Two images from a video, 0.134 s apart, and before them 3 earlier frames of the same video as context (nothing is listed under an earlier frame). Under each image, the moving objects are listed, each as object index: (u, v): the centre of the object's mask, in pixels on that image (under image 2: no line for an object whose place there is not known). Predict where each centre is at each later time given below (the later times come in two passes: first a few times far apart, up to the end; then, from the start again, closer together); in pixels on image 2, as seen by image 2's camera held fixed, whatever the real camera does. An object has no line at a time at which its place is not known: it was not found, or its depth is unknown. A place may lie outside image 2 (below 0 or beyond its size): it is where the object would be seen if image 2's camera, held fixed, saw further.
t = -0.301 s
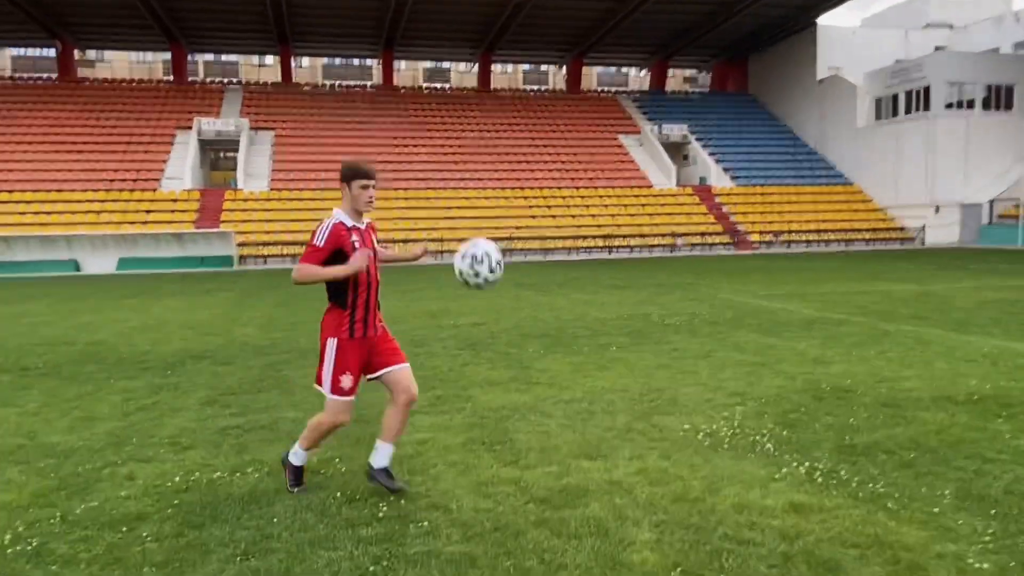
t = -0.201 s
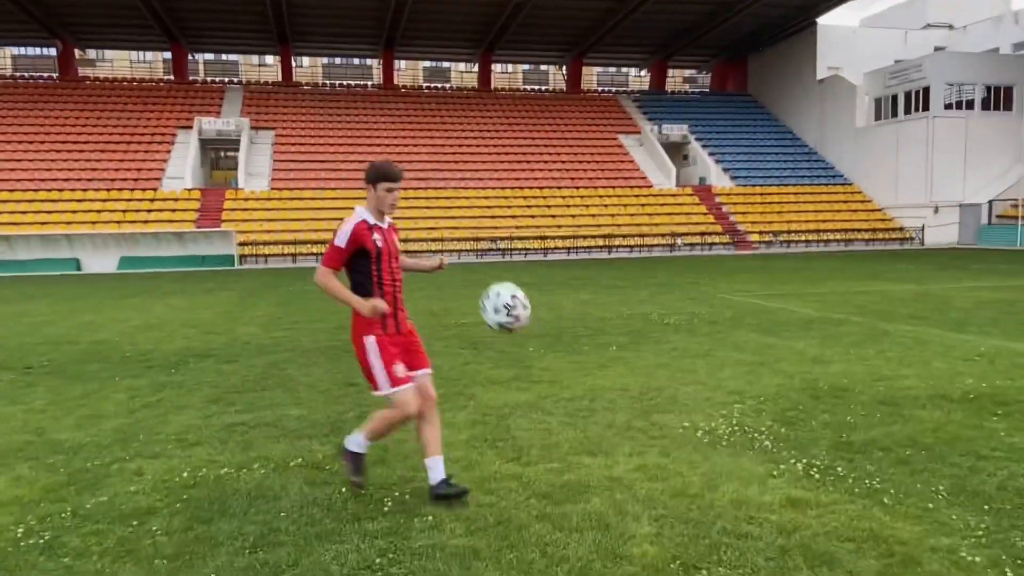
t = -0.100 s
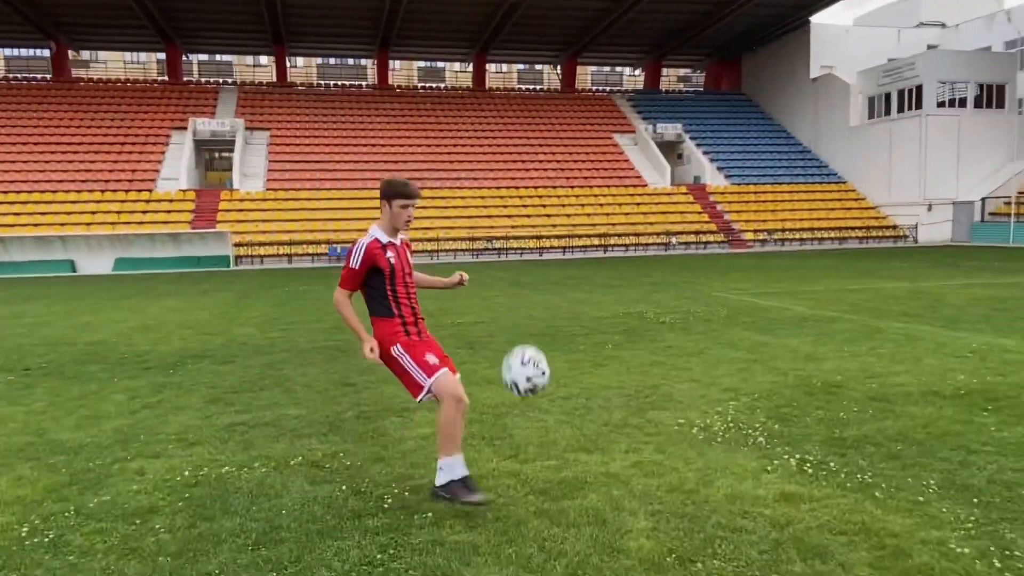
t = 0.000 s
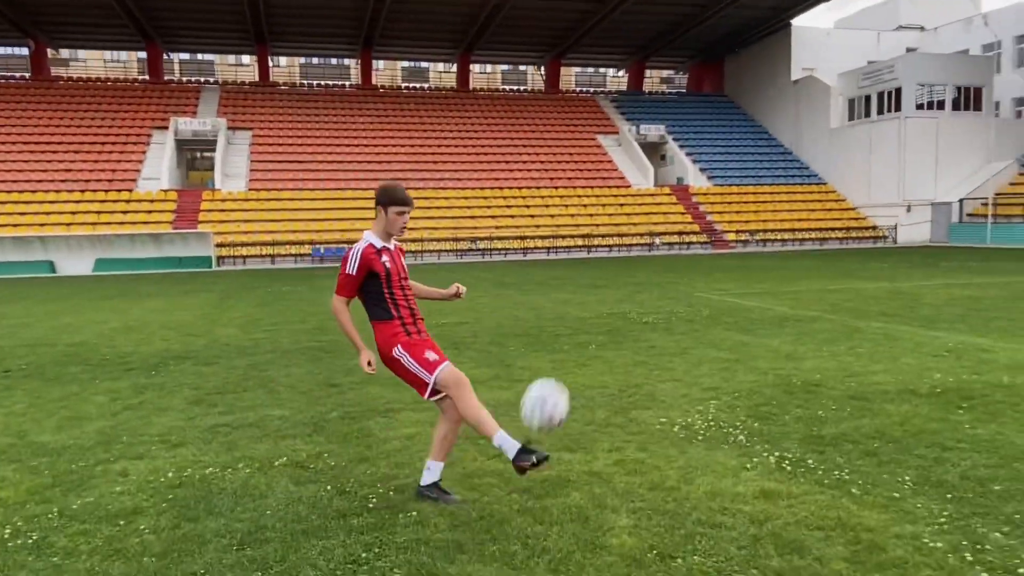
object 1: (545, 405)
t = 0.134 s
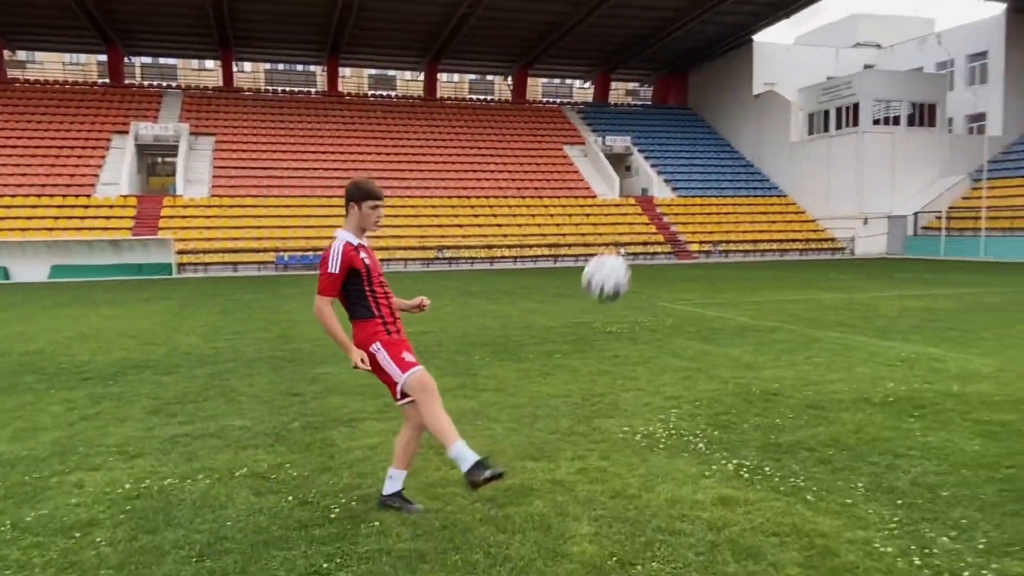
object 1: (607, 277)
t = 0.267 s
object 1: (698, 182)
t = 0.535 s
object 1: (861, 110)
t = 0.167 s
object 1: (631, 249)
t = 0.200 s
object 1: (654, 224)
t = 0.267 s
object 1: (698, 182)
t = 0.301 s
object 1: (720, 165)
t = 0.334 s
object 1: (741, 150)
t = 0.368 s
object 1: (762, 138)
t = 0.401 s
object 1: (783, 128)
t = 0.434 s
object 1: (803, 120)
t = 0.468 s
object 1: (824, 115)
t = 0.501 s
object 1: (841, 111)
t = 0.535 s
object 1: (861, 110)
